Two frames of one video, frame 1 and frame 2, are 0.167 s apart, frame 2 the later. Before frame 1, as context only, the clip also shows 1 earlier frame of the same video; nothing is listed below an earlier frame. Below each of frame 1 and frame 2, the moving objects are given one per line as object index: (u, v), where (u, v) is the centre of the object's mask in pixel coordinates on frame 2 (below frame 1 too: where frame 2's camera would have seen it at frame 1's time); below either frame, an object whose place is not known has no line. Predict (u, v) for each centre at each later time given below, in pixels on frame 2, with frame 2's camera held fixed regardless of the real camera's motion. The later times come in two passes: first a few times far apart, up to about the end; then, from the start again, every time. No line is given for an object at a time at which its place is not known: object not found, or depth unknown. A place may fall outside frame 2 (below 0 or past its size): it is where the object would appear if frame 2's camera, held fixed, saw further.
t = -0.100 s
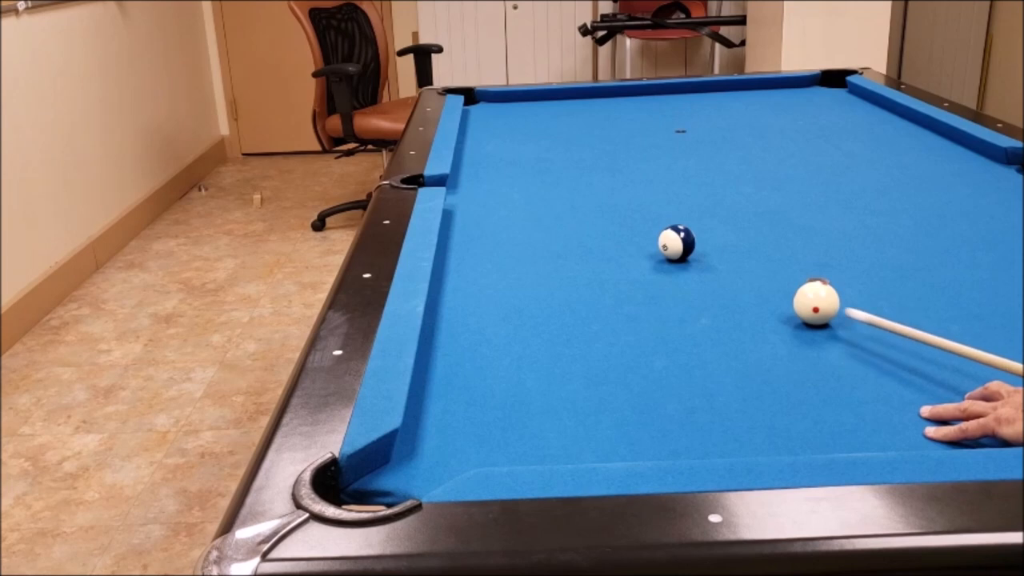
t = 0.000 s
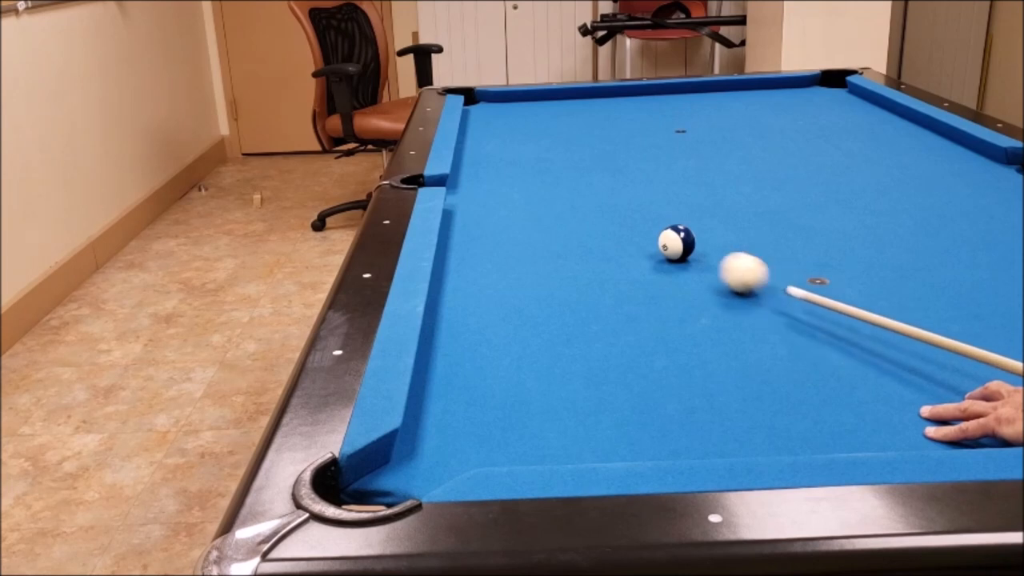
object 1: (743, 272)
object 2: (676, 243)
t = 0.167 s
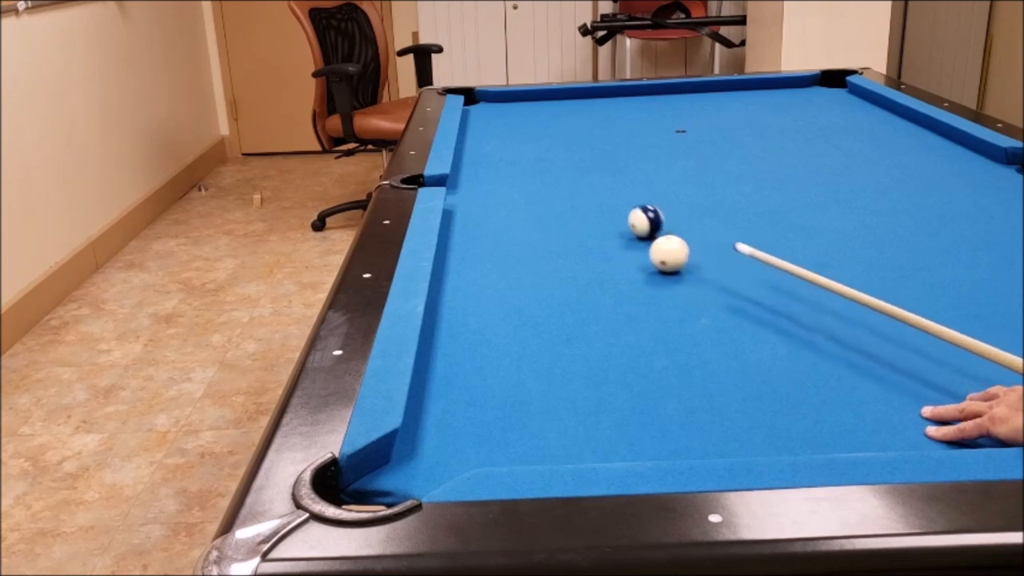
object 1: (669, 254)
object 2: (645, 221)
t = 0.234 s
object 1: (652, 253)
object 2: (629, 210)
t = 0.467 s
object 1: (595, 249)
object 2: (588, 183)
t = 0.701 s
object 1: (544, 246)
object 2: (556, 161)
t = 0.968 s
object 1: (491, 244)
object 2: (527, 141)
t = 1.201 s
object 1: (455, 242)
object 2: (507, 126)
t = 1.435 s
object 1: (474, 241)
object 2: (489, 114)
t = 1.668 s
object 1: (490, 239)
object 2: (474, 103)
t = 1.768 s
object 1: (496, 239)
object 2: (475, 99)
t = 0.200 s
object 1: (660, 253)
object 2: (636, 216)
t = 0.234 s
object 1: (652, 253)
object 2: (629, 210)
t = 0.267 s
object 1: (643, 252)
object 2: (622, 206)
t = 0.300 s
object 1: (635, 252)
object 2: (615, 201)
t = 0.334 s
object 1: (627, 251)
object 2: (610, 197)
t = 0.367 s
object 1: (619, 250)
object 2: (604, 193)
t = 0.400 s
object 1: (610, 250)
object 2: (599, 190)
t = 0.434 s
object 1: (603, 249)
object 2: (593, 186)
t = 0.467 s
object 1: (595, 249)
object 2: (588, 183)
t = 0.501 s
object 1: (587, 249)
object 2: (583, 179)
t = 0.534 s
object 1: (580, 248)
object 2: (578, 176)
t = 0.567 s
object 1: (572, 248)
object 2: (574, 173)
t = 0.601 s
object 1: (565, 247)
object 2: (569, 169)
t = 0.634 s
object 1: (558, 247)
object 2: (564, 166)
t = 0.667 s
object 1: (551, 247)
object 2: (560, 164)
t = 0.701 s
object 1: (544, 246)
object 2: (556, 161)
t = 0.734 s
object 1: (537, 246)
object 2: (552, 158)
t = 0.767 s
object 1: (530, 246)
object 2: (549, 155)
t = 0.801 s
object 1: (523, 245)
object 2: (544, 153)
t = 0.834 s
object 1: (517, 245)
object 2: (541, 150)
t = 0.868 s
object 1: (510, 245)
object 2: (537, 148)
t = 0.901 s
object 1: (504, 244)
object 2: (533, 146)
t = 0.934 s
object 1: (497, 244)
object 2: (530, 143)
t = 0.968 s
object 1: (491, 244)
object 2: (527, 141)
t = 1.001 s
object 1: (485, 244)
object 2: (524, 138)
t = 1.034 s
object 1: (479, 243)
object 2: (521, 136)
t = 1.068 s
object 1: (473, 243)
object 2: (518, 134)
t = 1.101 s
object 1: (467, 243)
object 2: (515, 132)
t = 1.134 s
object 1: (461, 243)
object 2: (512, 131)
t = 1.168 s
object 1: (455, 242)
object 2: (509, 128)
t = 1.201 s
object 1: (455, 242)
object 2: (507, 126)
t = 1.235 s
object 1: (458, 242)
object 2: (504, 125)
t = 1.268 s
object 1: (461, 242)
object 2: (501, 123)
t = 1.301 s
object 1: (464, 242)
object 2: (499, 121)
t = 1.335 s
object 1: (467, 241)
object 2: (496, 119)
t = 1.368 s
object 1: (469, 241)
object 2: (494, 118)
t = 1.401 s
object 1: (472, 241)
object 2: (491, 116)
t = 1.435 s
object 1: (474, 241)
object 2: (489, 114)
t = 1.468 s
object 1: (477, 241)
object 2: (486, 112)
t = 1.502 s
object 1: (479, 240)
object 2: (484, 111)
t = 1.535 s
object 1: (481, 240)
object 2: (482, 109)
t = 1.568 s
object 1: (484, 240)
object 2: (480, 108)
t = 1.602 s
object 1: (486, 240)
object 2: (478, 106)
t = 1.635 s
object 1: (488, 240)
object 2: (476, 105)
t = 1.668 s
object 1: (490, 239)
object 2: (474, 103)
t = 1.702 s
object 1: (492, 239)
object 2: (473, 102)
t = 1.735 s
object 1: (494, 239)
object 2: (474, 100)
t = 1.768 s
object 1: (496, 239)
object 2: (475, 99)
